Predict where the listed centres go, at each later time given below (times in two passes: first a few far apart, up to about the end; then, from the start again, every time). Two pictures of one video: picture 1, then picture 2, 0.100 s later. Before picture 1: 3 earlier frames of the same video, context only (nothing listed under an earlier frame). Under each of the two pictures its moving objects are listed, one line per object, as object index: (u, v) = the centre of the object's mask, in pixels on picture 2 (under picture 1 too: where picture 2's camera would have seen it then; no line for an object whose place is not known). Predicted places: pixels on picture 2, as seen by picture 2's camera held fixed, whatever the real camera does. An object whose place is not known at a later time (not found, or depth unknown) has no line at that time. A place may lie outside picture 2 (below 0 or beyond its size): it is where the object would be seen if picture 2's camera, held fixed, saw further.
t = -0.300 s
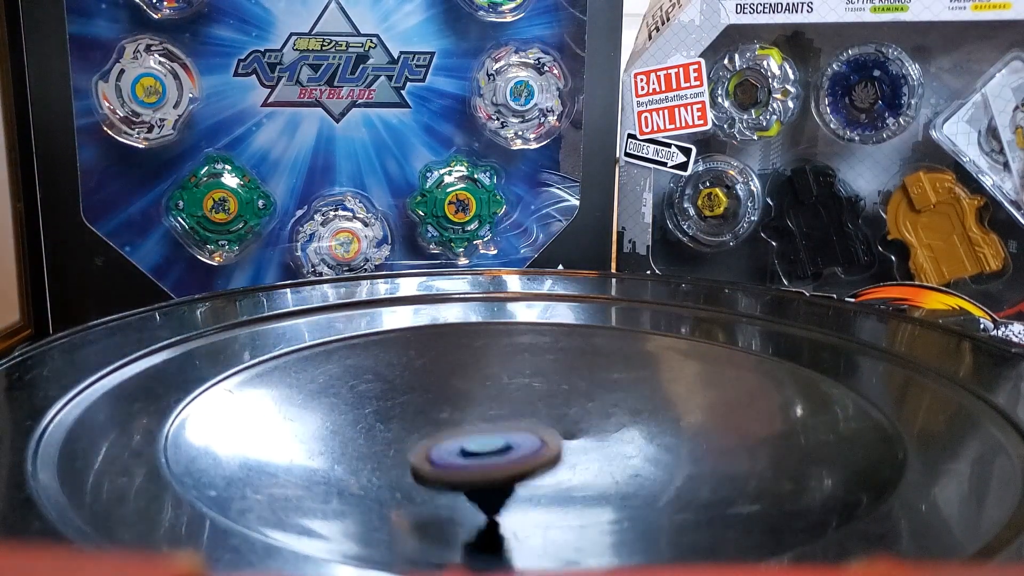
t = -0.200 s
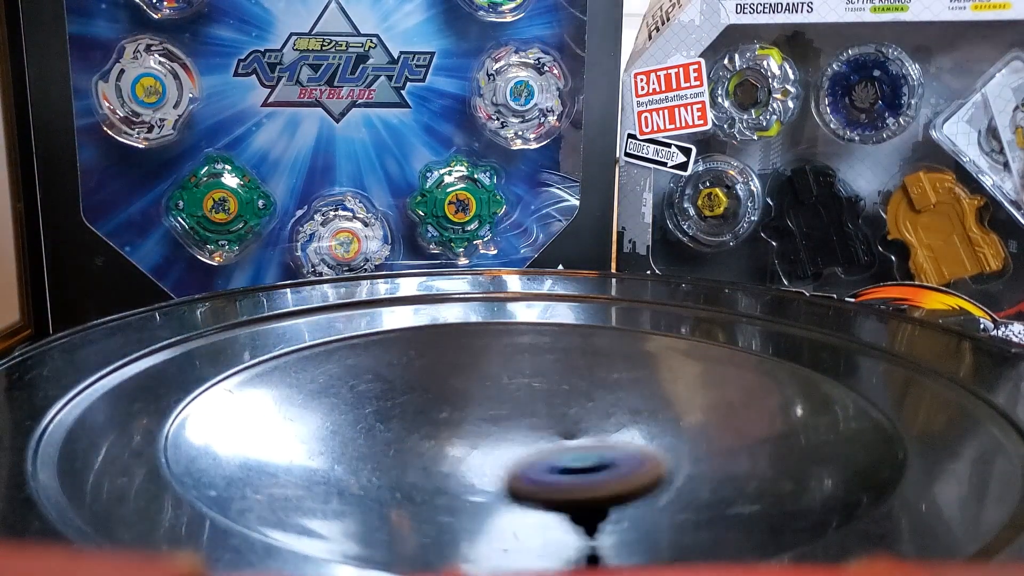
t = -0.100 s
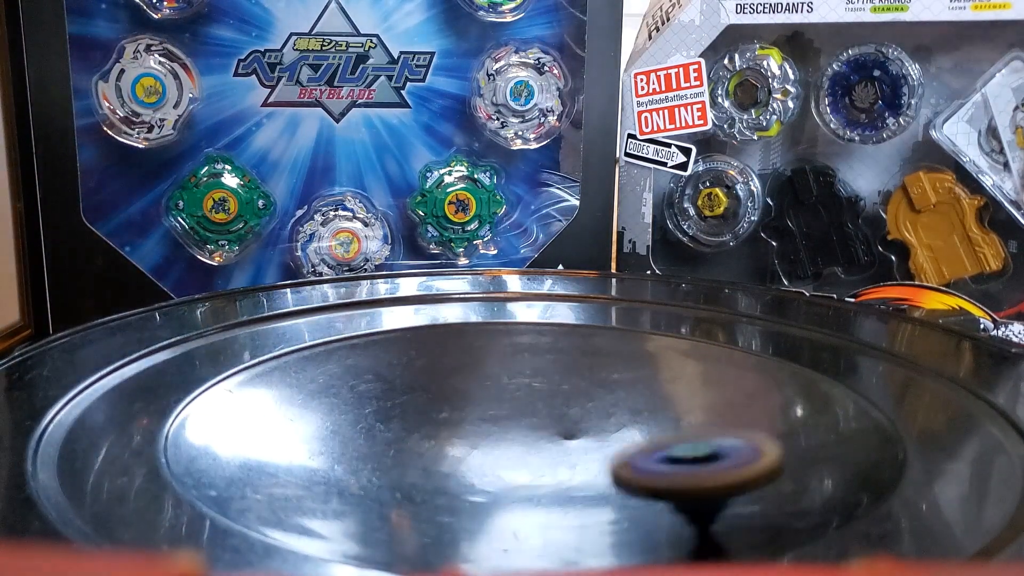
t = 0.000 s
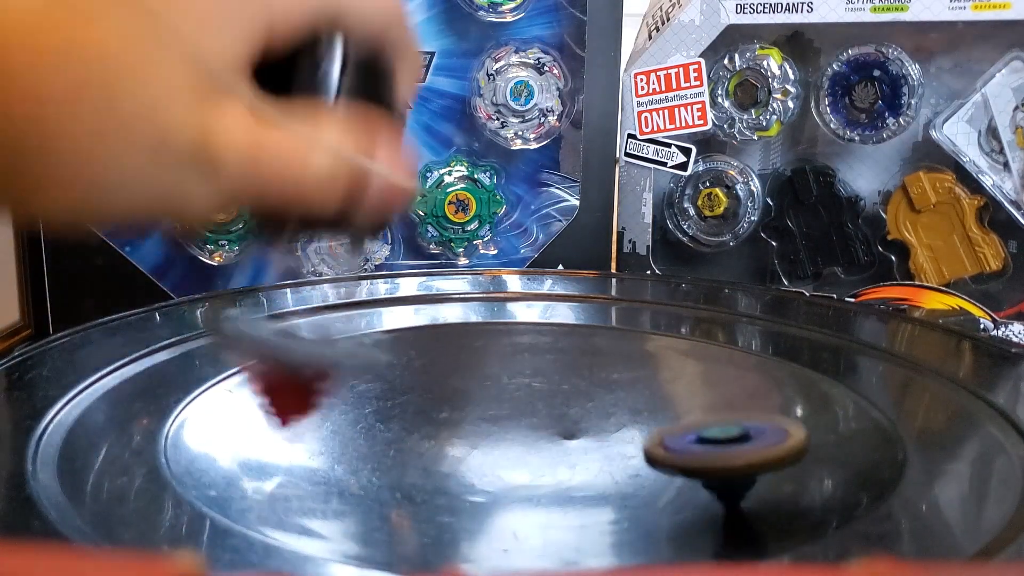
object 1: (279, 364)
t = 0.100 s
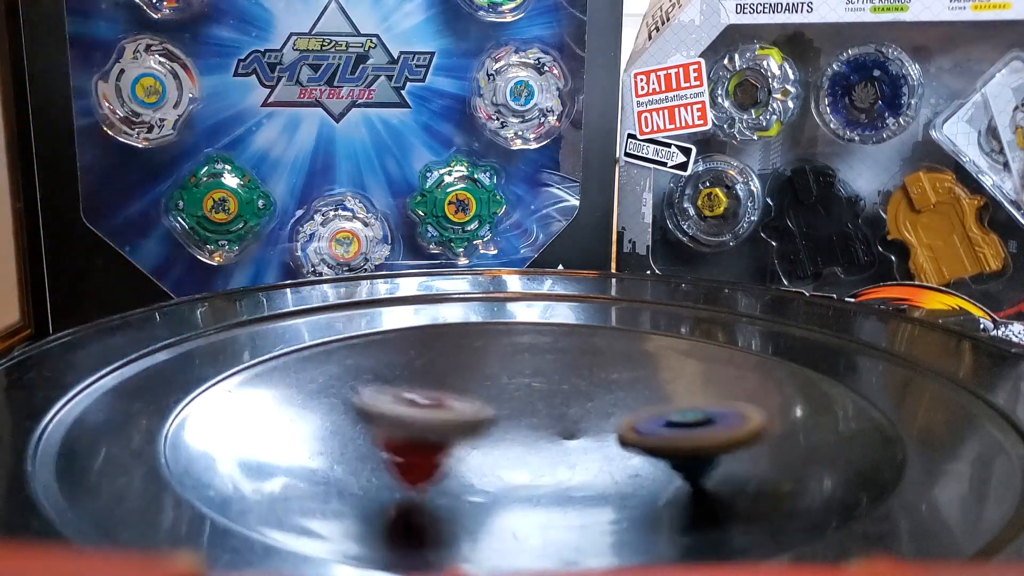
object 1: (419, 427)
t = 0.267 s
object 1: (635, 319)
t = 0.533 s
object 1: (811, 296)
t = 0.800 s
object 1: (941, 336)
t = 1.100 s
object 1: (971, 384)
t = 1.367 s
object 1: (836, 404)
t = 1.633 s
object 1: (762, 380)
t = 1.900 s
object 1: (668, 412)
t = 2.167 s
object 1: (462, 415)
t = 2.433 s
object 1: (566, 451)
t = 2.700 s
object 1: (578, 432)
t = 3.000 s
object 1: (512, 398)
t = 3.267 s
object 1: (185, 428)
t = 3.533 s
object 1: (61, 472)
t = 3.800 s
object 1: (67, 473)
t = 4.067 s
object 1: (218, 461)
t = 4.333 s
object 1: (437, 423)
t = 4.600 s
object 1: (678, 368)
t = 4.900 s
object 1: (638, 441)
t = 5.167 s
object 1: (417, 379)
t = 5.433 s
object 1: (549, 361)
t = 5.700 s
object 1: (527, 425)
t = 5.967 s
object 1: (374, 394)
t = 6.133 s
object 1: (444, 377)
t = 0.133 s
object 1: (464, 417)
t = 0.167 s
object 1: (510, 389)
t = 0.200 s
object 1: (552, 367)
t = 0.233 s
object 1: (593, 354)
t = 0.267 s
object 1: (635, 319)
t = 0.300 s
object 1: (665, 303)
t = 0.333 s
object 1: (697, 306)
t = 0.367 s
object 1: (721, 292)
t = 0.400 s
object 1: (741, 284)
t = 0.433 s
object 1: (759, 297)
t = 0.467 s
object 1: (777, 292)
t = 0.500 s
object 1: (794, 295)
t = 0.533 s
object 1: (811, 296)
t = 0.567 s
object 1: (827, 296)
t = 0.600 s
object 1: (844, 299)
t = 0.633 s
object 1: (858, 305)
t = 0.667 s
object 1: (872, 313)
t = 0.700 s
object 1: (887, 318)
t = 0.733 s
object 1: (905, 325)
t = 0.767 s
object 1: (922, 330)
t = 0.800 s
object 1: (941, 336)
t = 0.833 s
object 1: (954, 343)
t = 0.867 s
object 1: (961, 351)
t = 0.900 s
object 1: (965, 359)
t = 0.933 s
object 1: (970, 366)
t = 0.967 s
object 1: (972, 372)
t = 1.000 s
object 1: (973, 377)
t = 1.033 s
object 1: (974, 380)
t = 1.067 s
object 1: (974, 383)
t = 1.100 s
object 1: (971, 384)
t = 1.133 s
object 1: (968, 386)
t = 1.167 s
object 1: (963, 386)
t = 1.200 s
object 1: (956, 387)
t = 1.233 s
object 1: (946, 387)
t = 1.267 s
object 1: (930, 387)
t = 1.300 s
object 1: (909, 387)
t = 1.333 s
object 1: (879, 395)
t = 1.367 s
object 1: (836, 404)
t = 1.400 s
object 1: (785, 414)
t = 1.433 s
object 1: (724, 422)
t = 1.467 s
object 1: (662, 429)
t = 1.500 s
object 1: (626, 404)
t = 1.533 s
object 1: (663, 359)
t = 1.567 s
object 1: (700, 335)
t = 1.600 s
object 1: (732, 343)
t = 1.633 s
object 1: (762, 380)
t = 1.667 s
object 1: (775, 386)
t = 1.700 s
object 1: (777, 387)
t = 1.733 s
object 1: (771, 387)
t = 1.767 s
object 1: (759, 389)
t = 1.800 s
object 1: (742, 392)
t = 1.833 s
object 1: (722, 397)
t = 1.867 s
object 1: (696, 404)
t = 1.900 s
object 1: (668, 412)
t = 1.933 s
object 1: (639, 419)
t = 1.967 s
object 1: (607, 425)
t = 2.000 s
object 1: (574, 429)
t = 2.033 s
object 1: (544, 430)
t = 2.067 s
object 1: (517, 429)
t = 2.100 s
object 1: (493, 427)
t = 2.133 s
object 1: (474, 420)
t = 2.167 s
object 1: (462, 415)
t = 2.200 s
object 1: (477, 422)
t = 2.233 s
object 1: (496, 433)
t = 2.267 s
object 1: (516, 448)
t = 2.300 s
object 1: (533, 451)
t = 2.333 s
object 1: (548, 447)
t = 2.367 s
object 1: (562, 455)
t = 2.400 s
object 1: (567, 452)
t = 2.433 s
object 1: (566, 451)
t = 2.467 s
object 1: (558, 449)
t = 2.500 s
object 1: (546, 442)
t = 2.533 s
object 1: (546, 396)
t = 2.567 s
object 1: (554, 362)
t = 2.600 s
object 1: (563, 346)
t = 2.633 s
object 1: (573, 367)
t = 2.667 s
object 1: (565, 415)
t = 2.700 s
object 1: (578, 432)
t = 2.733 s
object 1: (585, 415)
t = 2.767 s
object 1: (582, 430)
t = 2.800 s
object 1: (582, 447)
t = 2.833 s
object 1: (574, 439)
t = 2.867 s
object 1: (561, 420)
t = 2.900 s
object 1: (549, 409)
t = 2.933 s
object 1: (537, 413)
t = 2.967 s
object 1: (523, 395)
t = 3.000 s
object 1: (512, 398)
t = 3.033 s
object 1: (505, 392)
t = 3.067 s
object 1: (501, 385)
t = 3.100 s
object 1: (501, 382)
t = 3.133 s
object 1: (453, 396)
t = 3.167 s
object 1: (390, 413)
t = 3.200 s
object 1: (324, 419)
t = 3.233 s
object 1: (255, 422)
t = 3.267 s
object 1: (185, 428)
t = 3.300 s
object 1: (135, 446)
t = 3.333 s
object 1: (85, 453)
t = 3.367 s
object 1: (79, 441)
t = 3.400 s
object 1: (74, 465)
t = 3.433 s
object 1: (67, 466)
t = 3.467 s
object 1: (65, 469)
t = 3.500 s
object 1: (63, 471)
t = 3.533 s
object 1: (61, 472)
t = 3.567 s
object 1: (59, 473)
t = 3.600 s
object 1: (58, 473)
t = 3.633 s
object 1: (57, 473)
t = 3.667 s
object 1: (58, 473)
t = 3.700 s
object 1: (58, 473)
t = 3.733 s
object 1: (59, 473)
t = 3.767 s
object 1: (63, 473)
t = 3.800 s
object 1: (67, 473)
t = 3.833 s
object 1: (73, 474)
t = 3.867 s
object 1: (82, 474)
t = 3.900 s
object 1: (93, 473)
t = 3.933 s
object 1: (107, 471)
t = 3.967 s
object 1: (130, 473)
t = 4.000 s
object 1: (160, 472)
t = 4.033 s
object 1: (191, 470)
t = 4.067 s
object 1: (218, 461)
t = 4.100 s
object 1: (249, 453)
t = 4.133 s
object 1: (278, 454)
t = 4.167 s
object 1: (306, 453)
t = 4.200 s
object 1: (333, 448)
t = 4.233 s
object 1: (359, 444)
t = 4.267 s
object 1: (384, 439)
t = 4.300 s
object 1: (410, 432)
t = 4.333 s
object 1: (437, 423)
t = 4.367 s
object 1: (473, 409)
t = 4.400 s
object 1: (511, 396)
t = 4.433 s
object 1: (547, 387)
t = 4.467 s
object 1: (578, 379)
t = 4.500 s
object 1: (606, 372)
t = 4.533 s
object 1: (632, 367)
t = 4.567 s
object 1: (657, 366)
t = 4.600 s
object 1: (678, 368)
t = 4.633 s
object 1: (693, 374)
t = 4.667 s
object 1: (705, 382)
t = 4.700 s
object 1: (711, 391)
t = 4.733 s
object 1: (716, 400)
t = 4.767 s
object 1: (716, 410)
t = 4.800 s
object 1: (709, 419)
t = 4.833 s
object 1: (695, 427)
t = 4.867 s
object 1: (671, 434)
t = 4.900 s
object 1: (638, 441)
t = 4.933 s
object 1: (596, 443)
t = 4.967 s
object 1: (550, 443)
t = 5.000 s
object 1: (509, 438)
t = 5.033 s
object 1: (472, 431)
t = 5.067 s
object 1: (447, 415)
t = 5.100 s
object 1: (429, 404)
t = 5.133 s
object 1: (419, 390)
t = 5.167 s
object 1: (417, 379)
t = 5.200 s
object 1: (422, 372)
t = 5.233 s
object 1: (432, 362)
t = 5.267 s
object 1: (446, 361)
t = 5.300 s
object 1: (464, 358)
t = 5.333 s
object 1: (485, 356)
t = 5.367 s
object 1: (506, 357)
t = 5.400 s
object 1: (528, 358)
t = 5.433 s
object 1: (549, 361)
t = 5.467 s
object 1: (572, 364)
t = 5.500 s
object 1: (590, 370)
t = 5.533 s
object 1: (601, 377)
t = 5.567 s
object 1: (604, 386)
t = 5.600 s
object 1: (599, 397)
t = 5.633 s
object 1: (585, 408)
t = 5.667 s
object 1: (560, 418)
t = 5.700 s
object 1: (527, 425)
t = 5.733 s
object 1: (488, 428)
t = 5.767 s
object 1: (452, 428)
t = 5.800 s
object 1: (424, 425)
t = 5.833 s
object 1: (401, 418)
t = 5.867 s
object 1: (386, 412)
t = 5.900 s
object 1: (374, 405)
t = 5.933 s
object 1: (371, 399)
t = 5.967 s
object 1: (374, 394)
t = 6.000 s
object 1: (382, 389)
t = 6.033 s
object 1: (392, 384)
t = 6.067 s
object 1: (407, 379)
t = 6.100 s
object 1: (425, 377)
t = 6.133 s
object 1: (444, 377)
